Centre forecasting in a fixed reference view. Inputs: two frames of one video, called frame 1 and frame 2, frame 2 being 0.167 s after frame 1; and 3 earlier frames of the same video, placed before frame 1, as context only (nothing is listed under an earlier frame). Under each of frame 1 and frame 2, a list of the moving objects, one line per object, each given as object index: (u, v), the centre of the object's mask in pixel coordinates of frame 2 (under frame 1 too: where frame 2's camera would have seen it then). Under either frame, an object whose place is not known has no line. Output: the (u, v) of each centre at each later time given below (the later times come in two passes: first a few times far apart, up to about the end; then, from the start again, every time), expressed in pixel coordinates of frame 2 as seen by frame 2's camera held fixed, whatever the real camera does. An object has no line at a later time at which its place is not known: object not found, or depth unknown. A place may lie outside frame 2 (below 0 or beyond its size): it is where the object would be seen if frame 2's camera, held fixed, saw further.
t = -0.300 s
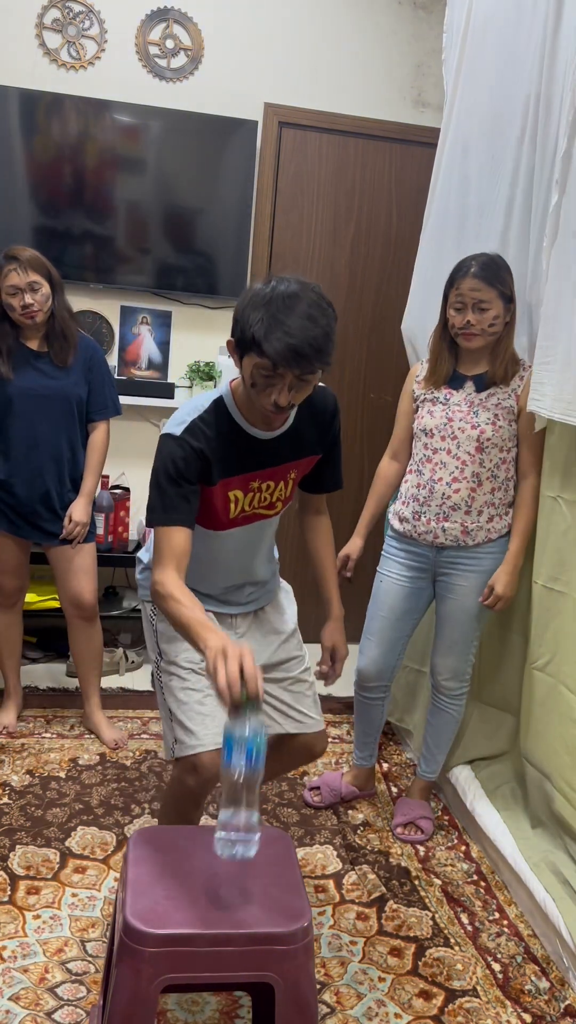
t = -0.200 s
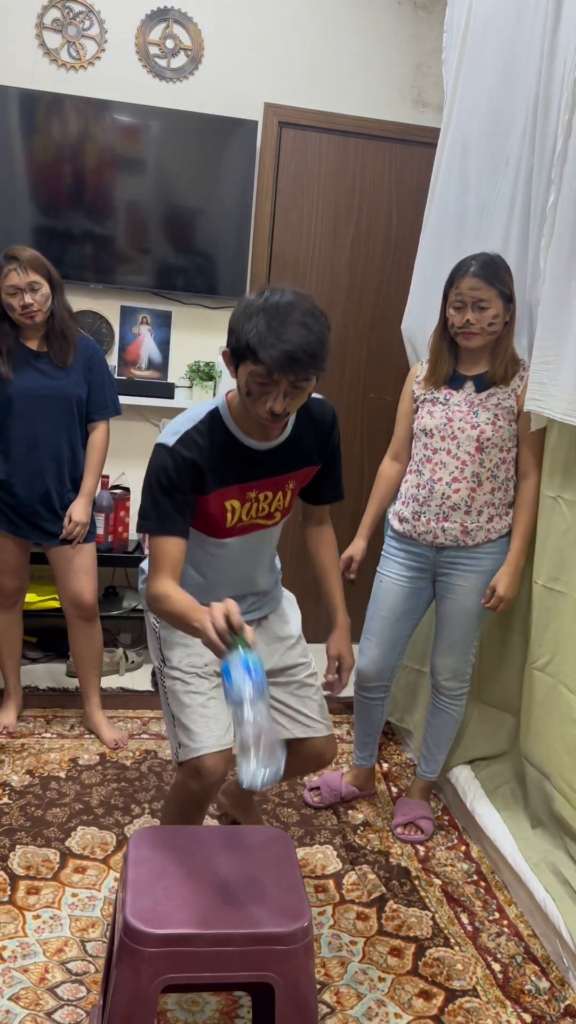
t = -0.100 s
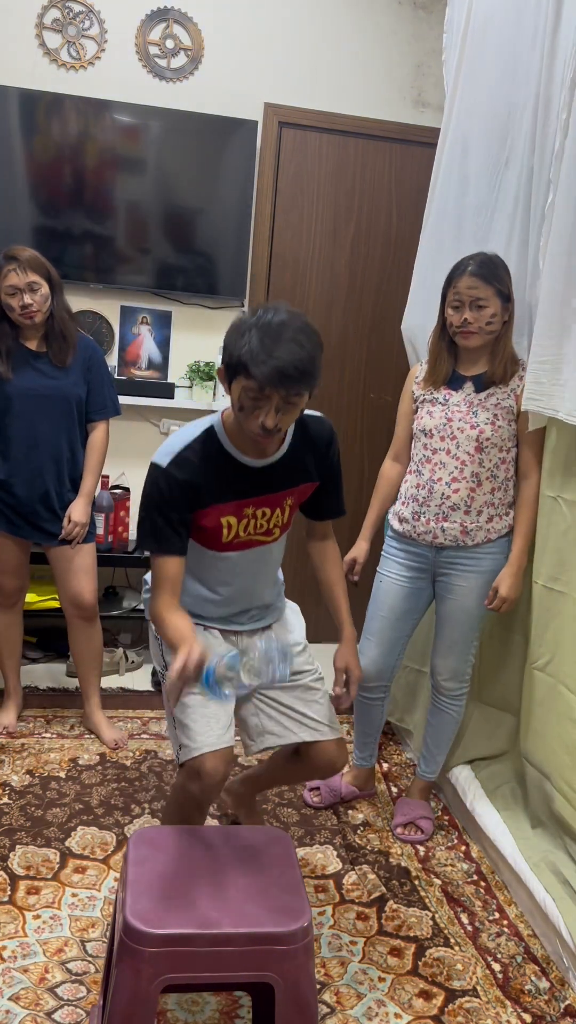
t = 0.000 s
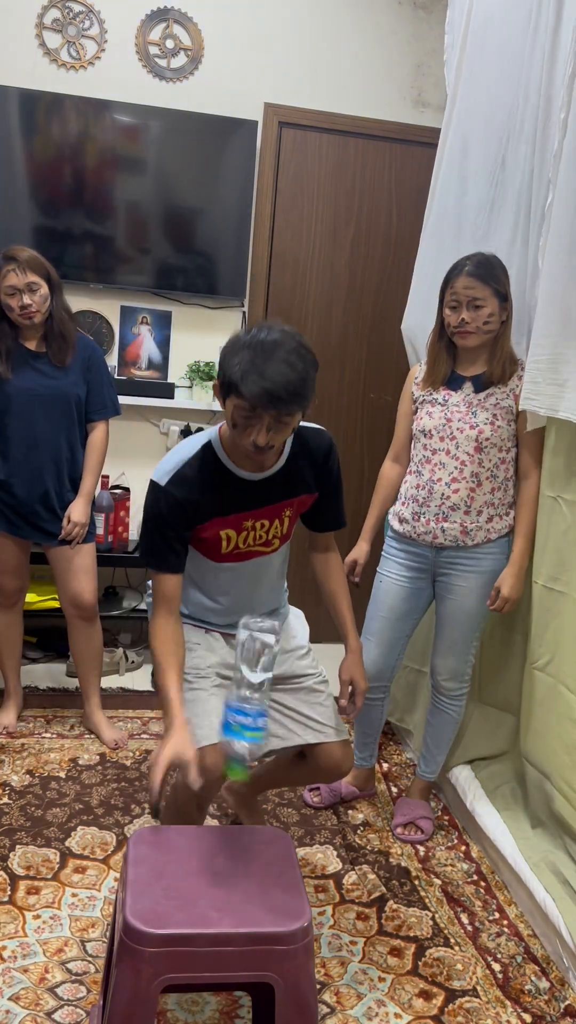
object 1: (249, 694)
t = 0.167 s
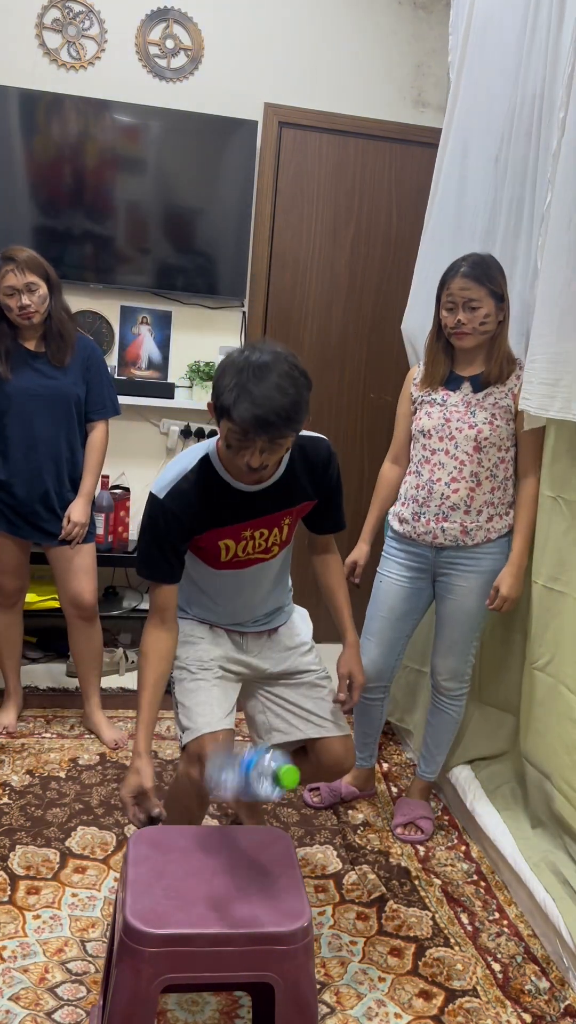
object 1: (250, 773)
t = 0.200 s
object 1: (243, 806)
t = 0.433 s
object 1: (261, 858)
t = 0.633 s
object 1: (272, 853)
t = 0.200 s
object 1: (243, 806)
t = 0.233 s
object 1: (245, 836)
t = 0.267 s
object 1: (247, 859)
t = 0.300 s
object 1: (248, 863)
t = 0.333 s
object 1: (253, 861)
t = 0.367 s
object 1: (255, 860)
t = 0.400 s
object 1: (258, 859)
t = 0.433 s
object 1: (261, 858)
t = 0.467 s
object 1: (261, 858)
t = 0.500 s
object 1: (262, 858)
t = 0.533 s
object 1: (263, 857)
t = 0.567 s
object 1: (265, 856)
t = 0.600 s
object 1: (269, 854)
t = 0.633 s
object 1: (272, 853)
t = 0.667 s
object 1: (273, 852)
